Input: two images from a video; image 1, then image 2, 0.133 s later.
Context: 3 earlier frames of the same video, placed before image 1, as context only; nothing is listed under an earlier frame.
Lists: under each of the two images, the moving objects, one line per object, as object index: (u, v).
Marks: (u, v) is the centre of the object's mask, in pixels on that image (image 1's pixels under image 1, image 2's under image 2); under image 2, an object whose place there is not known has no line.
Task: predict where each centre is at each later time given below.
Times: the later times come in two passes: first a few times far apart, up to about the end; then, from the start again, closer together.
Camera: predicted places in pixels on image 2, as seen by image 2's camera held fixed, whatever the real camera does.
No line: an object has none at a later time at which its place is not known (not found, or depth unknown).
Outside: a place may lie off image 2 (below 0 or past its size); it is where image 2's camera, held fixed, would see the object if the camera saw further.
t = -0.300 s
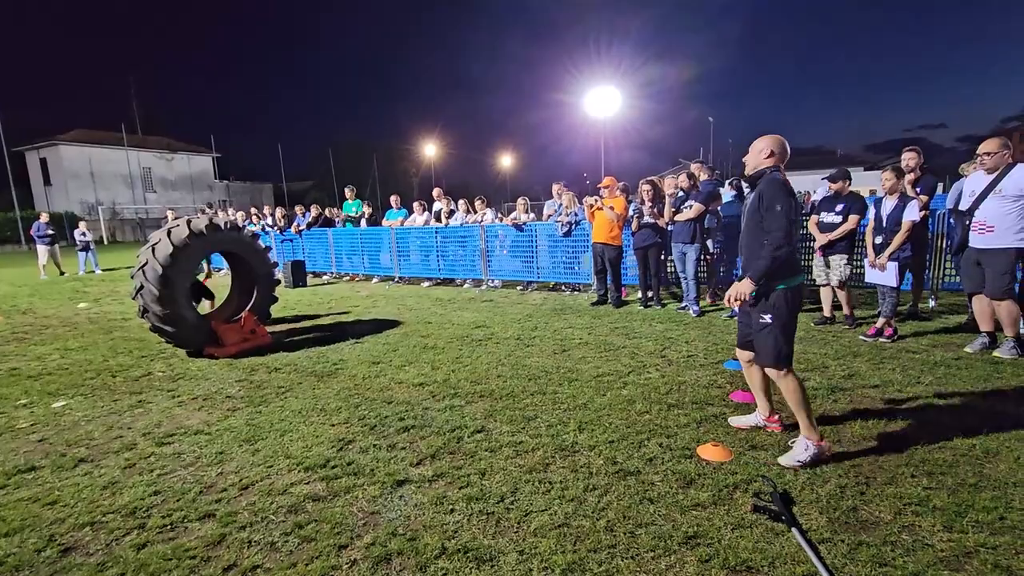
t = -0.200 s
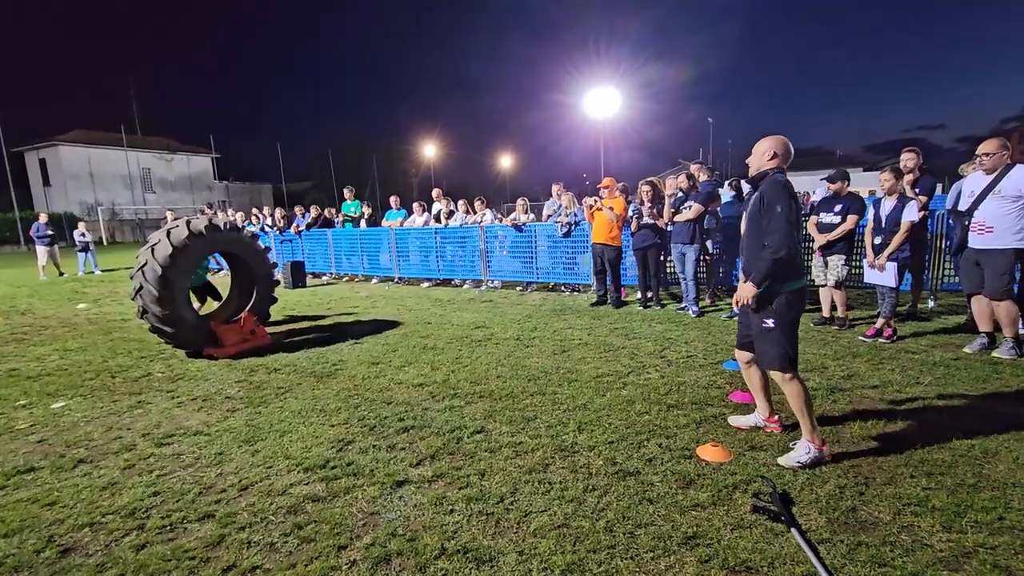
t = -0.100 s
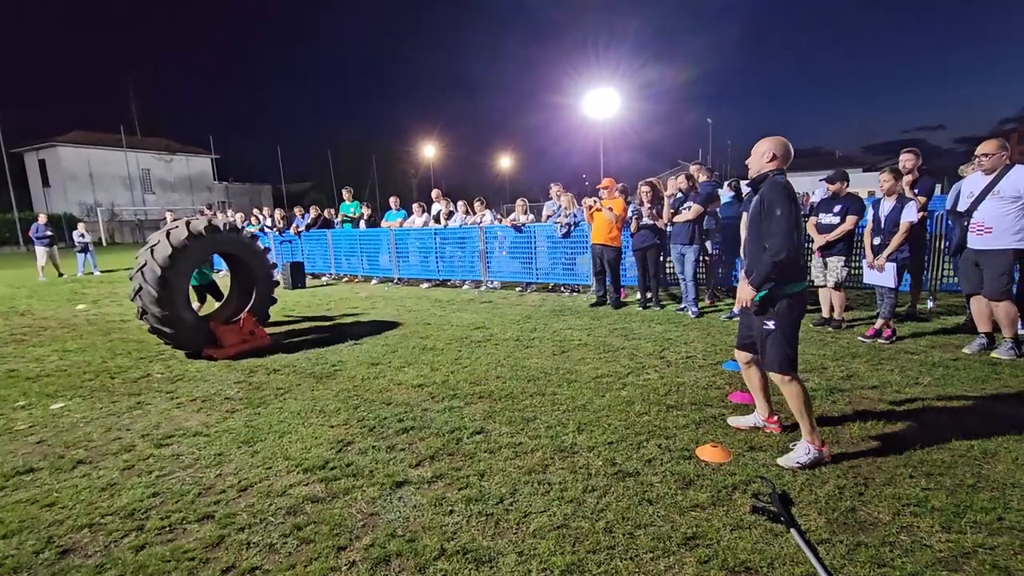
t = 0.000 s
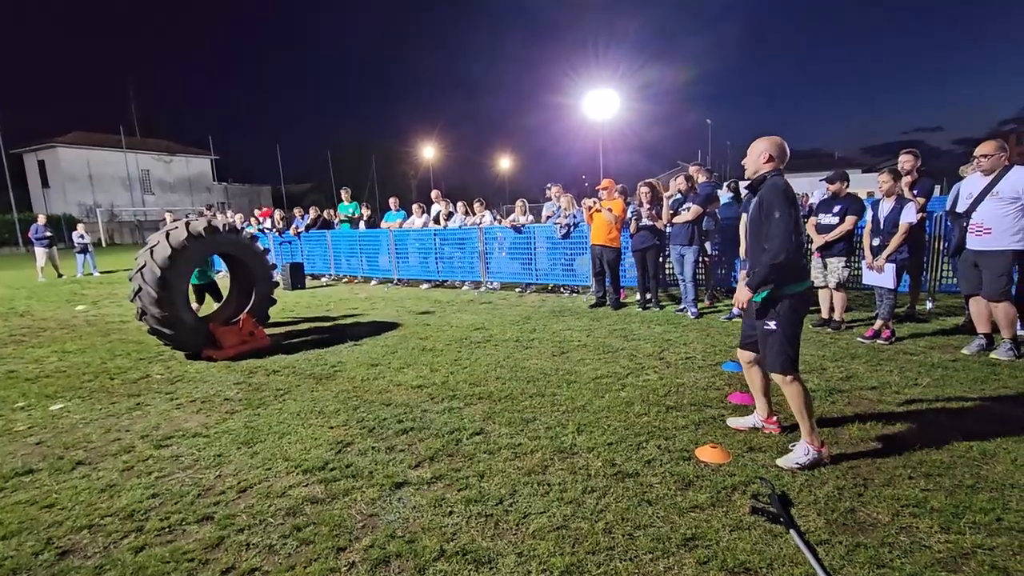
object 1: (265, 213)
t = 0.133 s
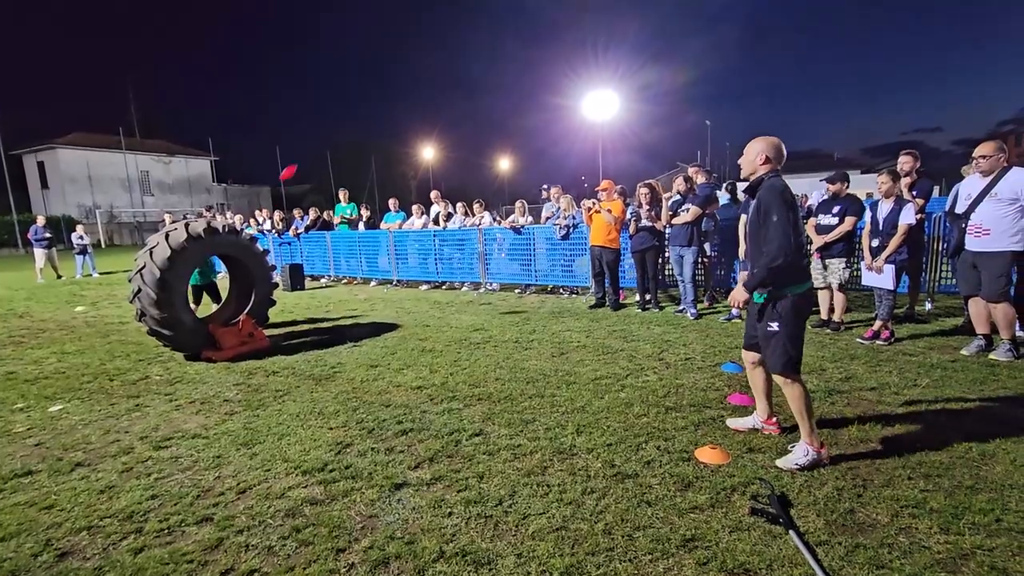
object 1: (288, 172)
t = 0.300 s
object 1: (321, 128)
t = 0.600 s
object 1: (378, 71)
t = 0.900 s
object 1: (423, 54)
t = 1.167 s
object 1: (447, 97)
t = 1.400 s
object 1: (457, 197)
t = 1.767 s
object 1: (392, 517)
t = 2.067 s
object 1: (373, 539)
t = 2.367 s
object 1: (374, 539)
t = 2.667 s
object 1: (373, 540)
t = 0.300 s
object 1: (321, 128)
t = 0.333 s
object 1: (328, 120)
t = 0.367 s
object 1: (334, 113)
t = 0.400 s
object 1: (341, 106)
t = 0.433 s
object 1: (348, 99)
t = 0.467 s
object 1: (354, 93)
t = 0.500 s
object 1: (360, 87)
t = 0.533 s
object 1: (366, 81)
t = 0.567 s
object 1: (372, 76)
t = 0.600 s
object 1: (378, 71)
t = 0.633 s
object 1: (384, 67)
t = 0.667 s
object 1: (389, 63)
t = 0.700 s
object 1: (395, 60)
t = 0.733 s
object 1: (400, 57)
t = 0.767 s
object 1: (405, 55)
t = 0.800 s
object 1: (410, 54)
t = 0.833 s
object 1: (414, 53)
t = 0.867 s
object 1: (418, 53)
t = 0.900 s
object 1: (423, 54)
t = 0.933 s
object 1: (426, 56)
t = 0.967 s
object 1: (429, 58)
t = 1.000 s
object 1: (433, 61)
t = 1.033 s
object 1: (436, 67)
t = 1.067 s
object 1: (439, 72)
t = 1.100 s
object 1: (442, 79)
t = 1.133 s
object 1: (445, 87)
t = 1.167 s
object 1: (447, 97)
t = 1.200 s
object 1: (449, 107)
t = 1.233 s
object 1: (451, 119)
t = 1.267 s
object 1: (453, 132)
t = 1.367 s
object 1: (455, 180)
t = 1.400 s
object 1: (457, 197)
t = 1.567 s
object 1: (433, 323)
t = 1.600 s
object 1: (428, 351)
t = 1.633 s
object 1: (425, 379)
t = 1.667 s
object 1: (419, 412)
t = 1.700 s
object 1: (411, 445)
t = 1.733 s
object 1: (402, 479)
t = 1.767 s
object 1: (392, 517)
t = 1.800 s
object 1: (384, 536)
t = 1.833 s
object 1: (382, 535)
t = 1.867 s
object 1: (380, 534)
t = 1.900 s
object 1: (378, 533)
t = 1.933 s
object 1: (375, 535)
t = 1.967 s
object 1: (374, 538)
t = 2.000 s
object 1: (373, 540)
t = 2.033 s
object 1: (373, 539)
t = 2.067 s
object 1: (373, 539)
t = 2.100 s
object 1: (373, 540)
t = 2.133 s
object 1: (373, 540)
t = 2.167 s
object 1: (373, 540)
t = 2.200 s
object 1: (374, 540)
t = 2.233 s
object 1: (373, 540)
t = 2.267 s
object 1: (373, 540)
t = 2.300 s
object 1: (373, 539)
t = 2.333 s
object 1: (373, 539)
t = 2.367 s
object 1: (374, 539)
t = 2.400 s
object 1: (373, 540)
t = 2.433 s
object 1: (373, 540)
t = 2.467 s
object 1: (374, 540)
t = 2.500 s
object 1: (373, 540)
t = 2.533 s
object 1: (374, 540)
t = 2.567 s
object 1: (374, 540)
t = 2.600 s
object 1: (373, 540)
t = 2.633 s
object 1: (373, 540)
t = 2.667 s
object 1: (373, 540)
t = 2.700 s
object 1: (373, 540)
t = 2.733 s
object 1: (373, 540)
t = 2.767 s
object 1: (373, 540)
